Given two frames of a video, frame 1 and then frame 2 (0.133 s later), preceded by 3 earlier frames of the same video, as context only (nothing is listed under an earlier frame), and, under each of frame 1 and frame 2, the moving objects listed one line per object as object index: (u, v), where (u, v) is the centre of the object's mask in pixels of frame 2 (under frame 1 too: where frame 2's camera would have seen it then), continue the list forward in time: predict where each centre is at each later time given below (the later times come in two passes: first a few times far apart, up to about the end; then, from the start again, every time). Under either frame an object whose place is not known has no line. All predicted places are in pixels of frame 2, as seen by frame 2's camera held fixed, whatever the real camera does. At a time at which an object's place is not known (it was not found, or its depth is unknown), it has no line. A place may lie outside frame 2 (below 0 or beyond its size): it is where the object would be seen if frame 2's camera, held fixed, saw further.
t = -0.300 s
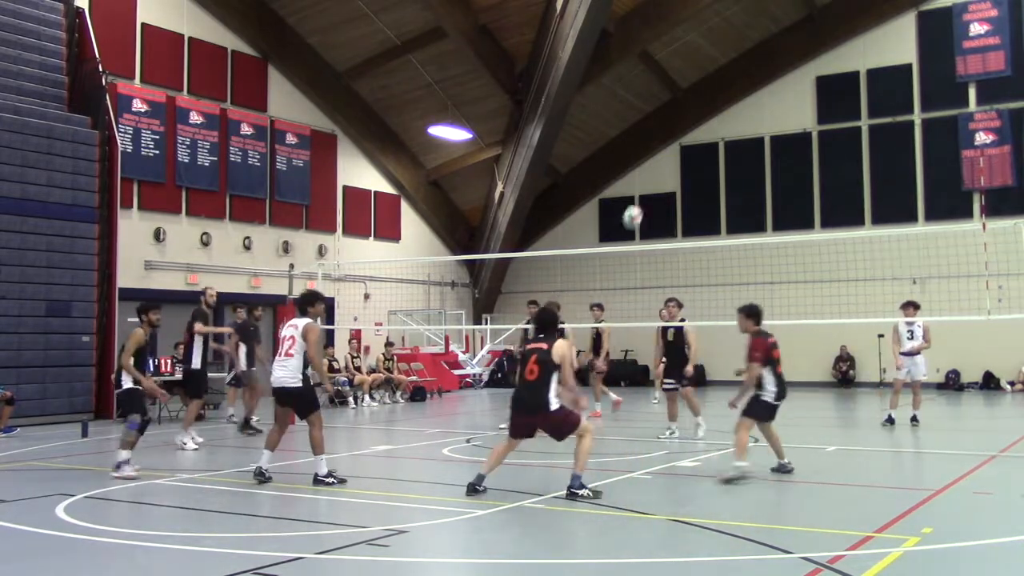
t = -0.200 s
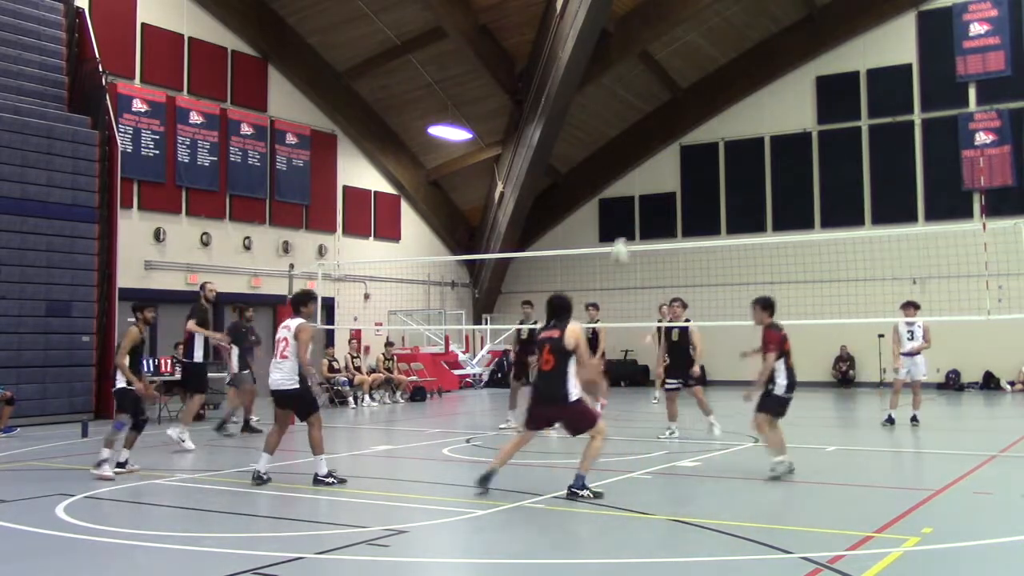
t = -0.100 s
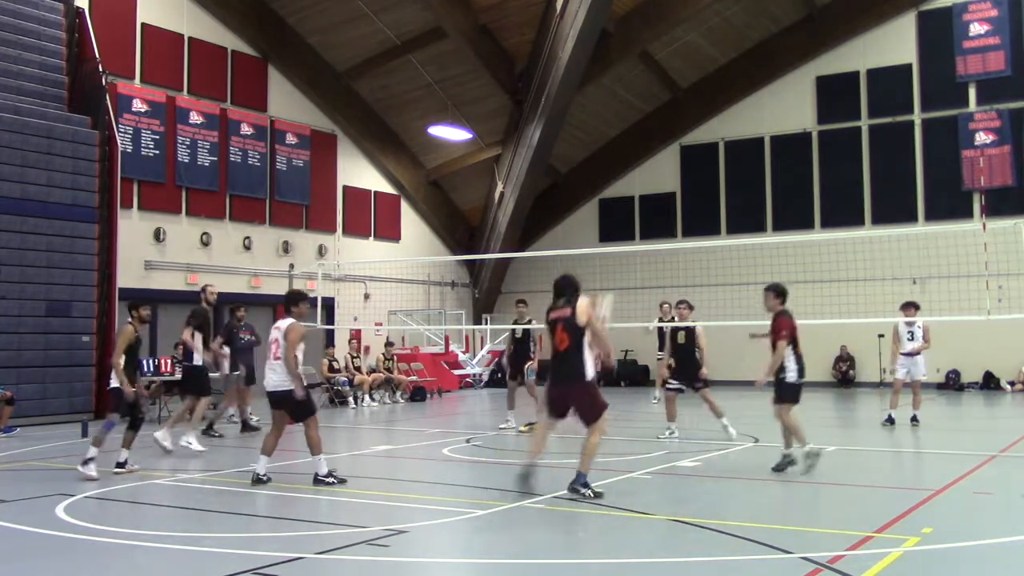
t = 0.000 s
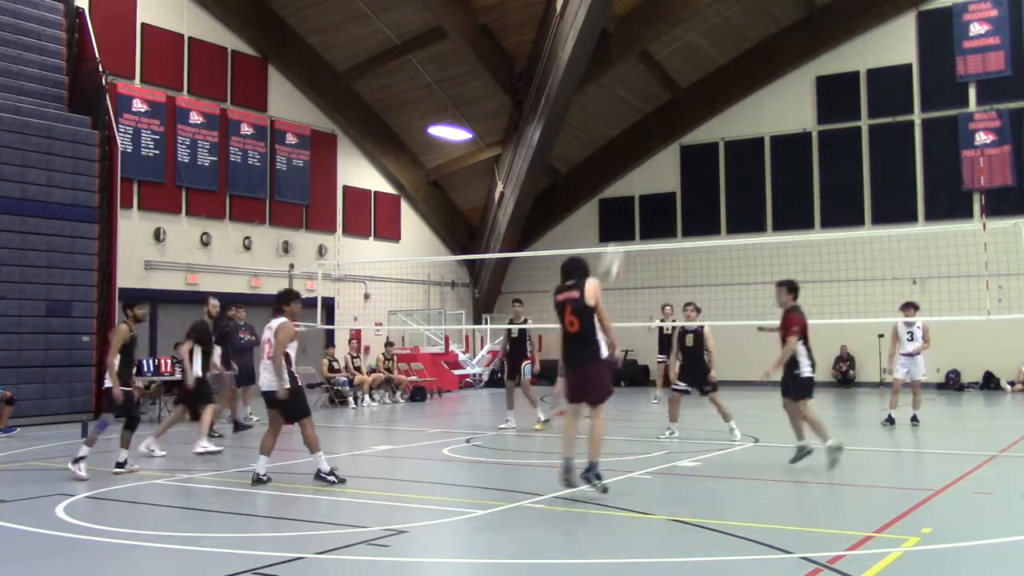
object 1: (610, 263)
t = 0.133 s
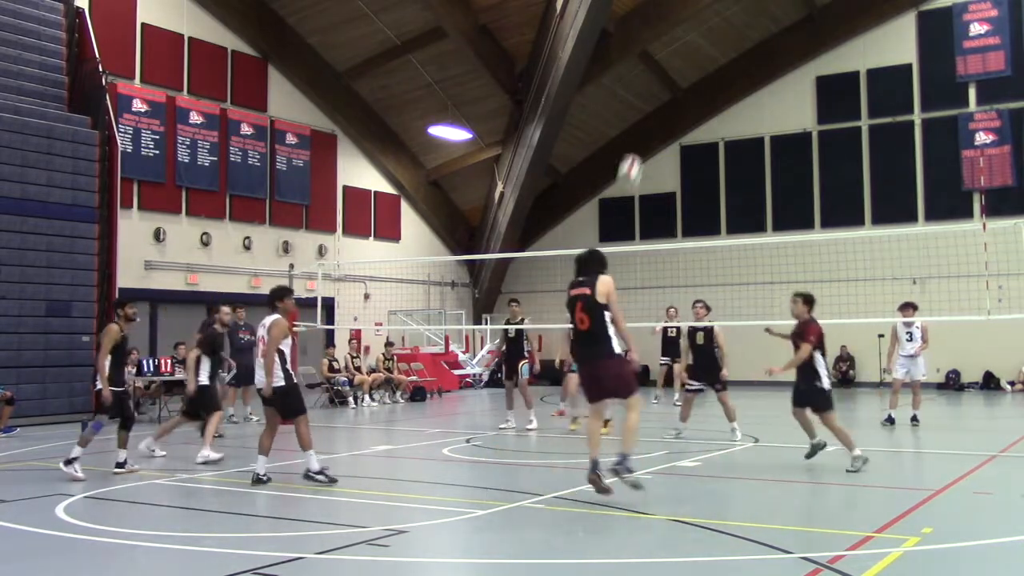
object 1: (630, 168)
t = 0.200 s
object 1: (639, 136)
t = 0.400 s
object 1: (664, 60)
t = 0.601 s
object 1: (687, 28)
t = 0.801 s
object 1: (710, 39)
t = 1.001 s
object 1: (733, 88)
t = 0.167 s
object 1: (634, 151)
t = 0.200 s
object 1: (639, 136)
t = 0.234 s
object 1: (643, 120)
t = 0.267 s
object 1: (647, 105)
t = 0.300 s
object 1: (652, 91)
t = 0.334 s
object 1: (656, 80)
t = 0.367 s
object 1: (660, 68)
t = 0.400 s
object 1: (664, 60)
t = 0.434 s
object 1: (668, 50)
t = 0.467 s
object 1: (672, 44)
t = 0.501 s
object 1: (676, 38)
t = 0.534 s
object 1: (680, 33)
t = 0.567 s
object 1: (684, 30)
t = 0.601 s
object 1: (687, 28)
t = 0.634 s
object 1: (691, 27)
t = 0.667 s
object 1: (694, 27)
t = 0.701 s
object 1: (699, 29)
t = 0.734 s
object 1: (702, 31)
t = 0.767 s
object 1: (706, 34)
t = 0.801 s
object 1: (710, 39)
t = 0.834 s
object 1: (713, 44)
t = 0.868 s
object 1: (717, 51)
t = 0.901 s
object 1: (721, 59)
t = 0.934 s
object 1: (725, 68)
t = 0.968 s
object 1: (729, 78)
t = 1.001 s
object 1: (733, 88)
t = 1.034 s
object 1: (736, 98)
